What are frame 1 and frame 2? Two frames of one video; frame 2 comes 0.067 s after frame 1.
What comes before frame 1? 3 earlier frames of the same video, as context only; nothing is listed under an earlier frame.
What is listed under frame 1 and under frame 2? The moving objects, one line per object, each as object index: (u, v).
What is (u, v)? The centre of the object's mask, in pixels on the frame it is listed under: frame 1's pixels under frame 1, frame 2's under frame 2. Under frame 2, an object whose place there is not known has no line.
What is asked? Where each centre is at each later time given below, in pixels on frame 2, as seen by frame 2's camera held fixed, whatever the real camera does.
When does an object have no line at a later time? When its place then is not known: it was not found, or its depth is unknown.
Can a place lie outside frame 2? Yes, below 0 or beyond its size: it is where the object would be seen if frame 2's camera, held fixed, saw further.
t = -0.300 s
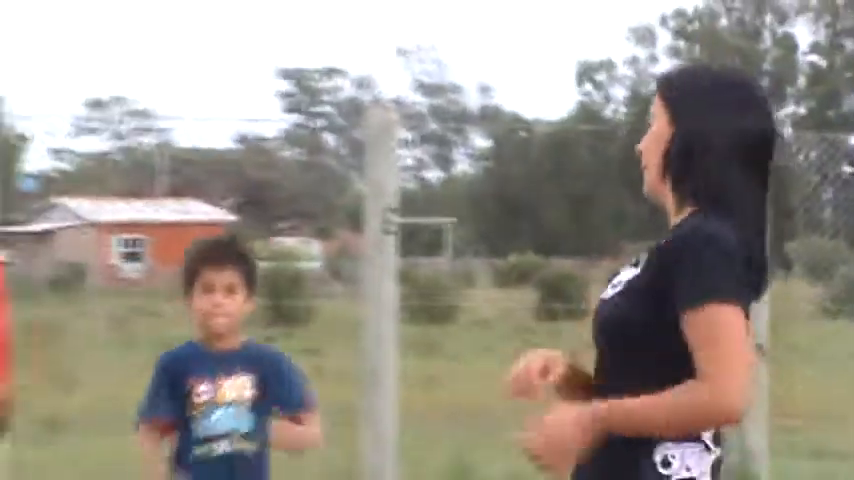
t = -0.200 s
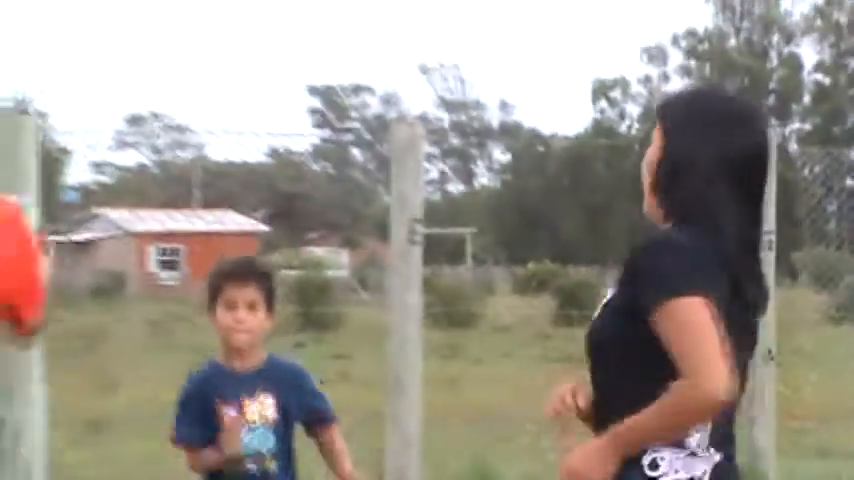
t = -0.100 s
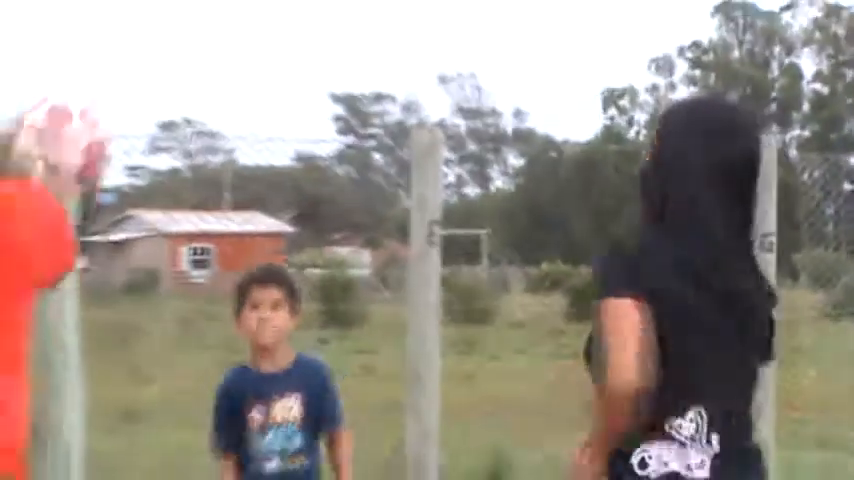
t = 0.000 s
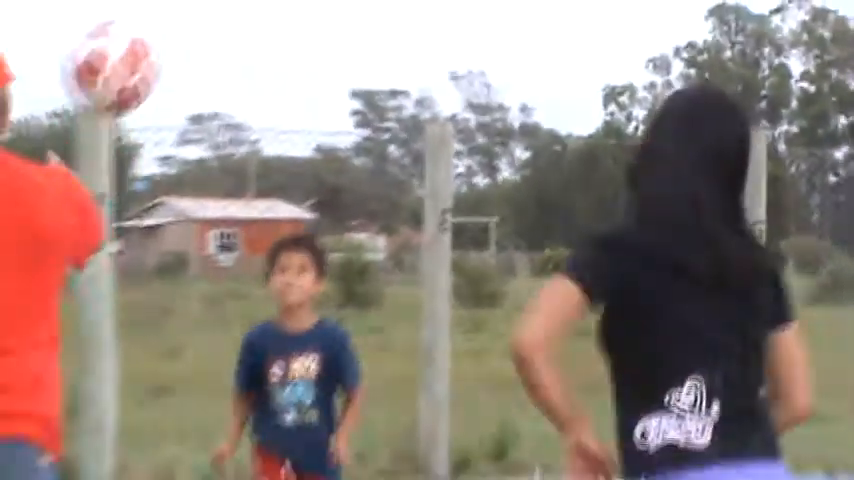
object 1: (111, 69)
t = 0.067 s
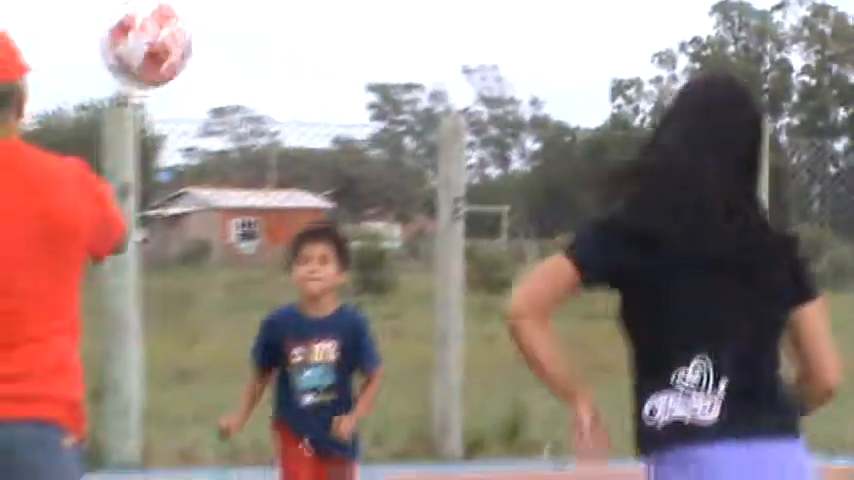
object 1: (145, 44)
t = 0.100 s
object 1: (151, 43)
